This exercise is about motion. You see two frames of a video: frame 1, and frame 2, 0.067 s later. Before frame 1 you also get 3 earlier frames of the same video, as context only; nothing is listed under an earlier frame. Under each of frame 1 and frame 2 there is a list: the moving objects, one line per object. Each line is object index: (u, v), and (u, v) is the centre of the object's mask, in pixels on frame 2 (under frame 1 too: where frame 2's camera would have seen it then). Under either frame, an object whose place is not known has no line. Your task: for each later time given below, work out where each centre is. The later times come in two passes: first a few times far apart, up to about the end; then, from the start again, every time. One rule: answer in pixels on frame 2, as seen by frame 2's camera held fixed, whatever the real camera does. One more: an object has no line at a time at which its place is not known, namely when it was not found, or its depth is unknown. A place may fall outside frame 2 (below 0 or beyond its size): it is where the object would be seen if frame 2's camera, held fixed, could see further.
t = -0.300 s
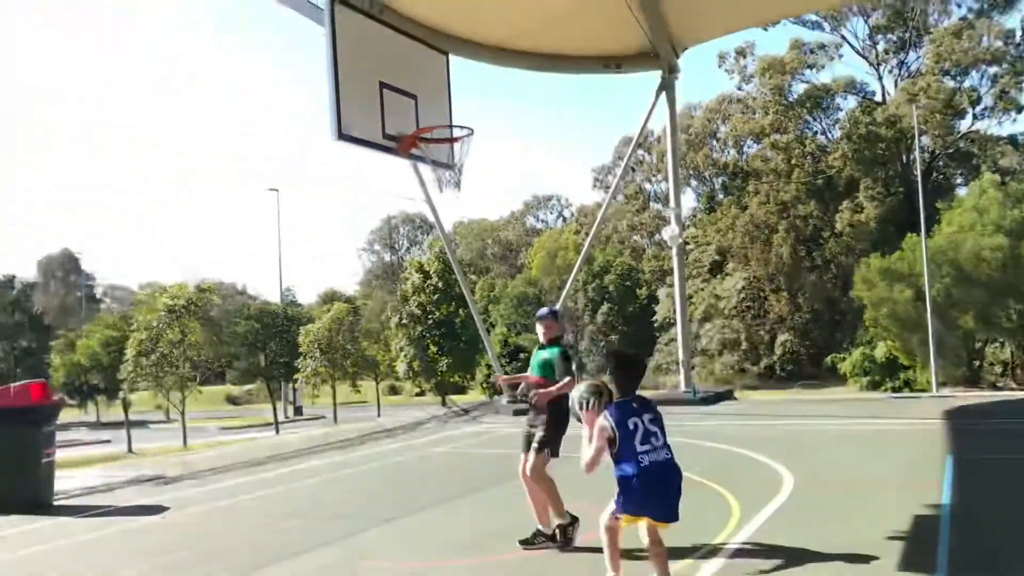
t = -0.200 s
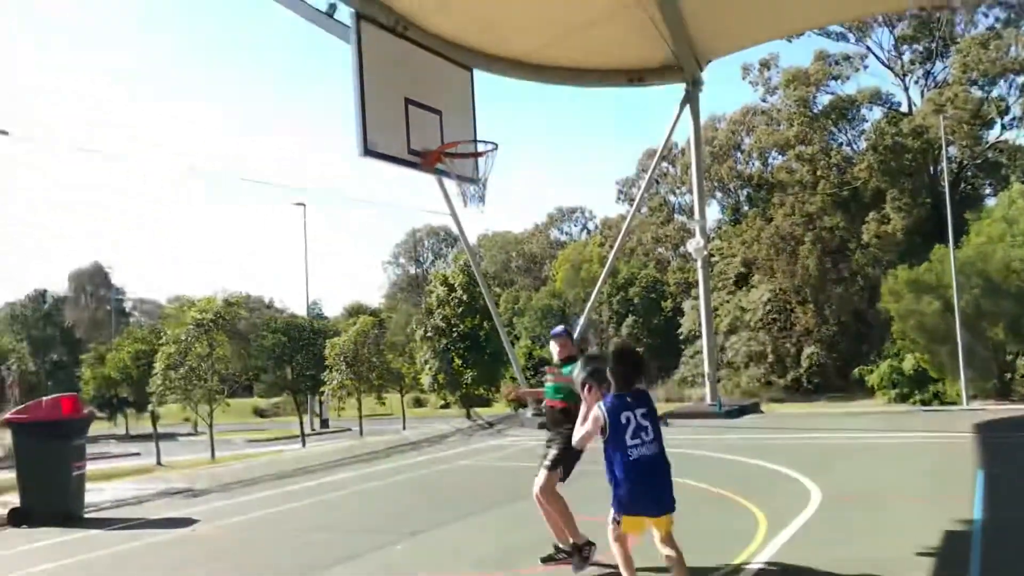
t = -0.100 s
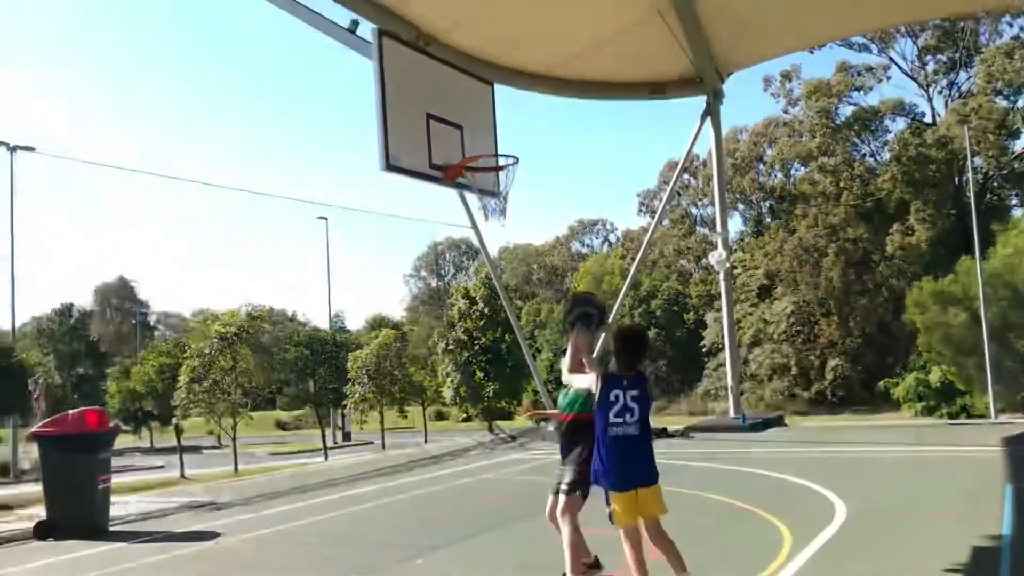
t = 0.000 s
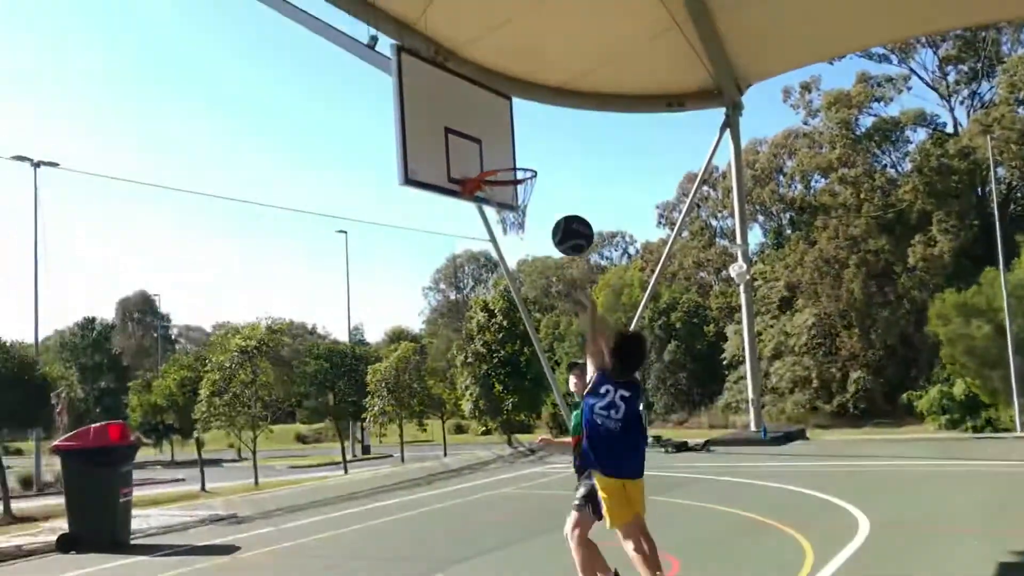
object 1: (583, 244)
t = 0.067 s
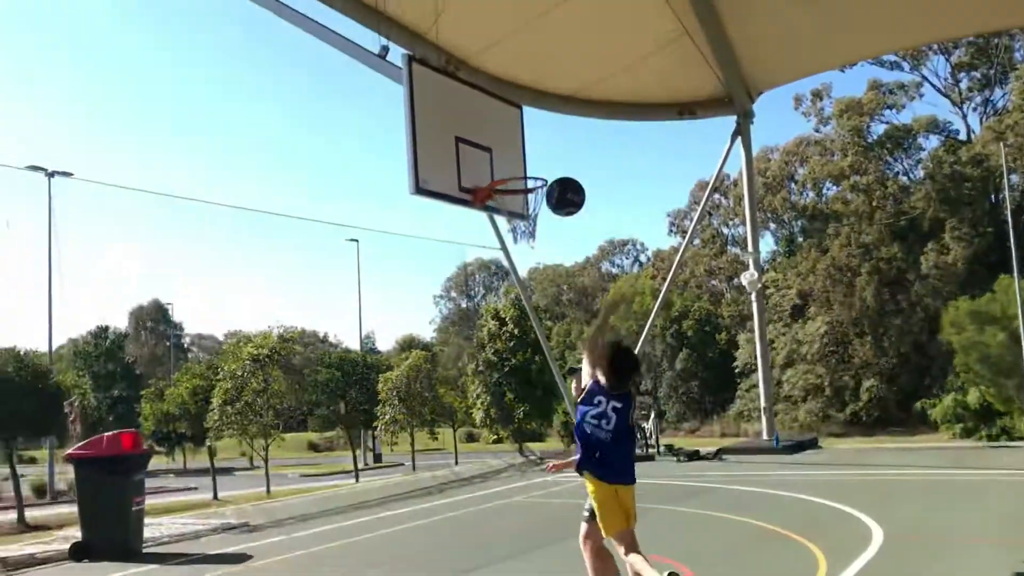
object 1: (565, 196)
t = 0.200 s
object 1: (534, 133)
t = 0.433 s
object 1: (494, 98)
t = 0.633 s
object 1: (469, 123)
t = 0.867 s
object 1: (538, 168)
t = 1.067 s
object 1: (539, 148)
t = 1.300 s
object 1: (554, 163)
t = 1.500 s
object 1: (586, 188)
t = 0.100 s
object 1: (557, 177)
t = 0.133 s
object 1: (549, 160)
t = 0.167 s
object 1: (541, 145)
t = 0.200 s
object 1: (534, 133)
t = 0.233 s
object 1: (528, 123)
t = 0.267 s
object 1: (521, 115)
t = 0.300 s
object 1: (516, 107)
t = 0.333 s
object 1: (510, 103)
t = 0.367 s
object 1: (504, 100)
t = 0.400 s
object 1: (499, 97)
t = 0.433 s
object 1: (494, 98)
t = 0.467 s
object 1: (490, 98)
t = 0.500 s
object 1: (485, 100)
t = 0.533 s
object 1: (480, 104)
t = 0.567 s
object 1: (476, 109)
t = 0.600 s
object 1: (473, 115)
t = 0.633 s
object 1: (469, 123)
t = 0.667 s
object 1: (479, 126)
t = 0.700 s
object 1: (490, 131)
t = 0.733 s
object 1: (500, 137)
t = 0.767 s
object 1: (510, 144)
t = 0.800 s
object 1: (521, 154)
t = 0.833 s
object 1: (532, 163)
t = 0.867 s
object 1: (538, 168)
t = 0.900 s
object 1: (538, 162)
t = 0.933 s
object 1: (538, 156)
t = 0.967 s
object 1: (538, 152)
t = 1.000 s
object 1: (538, 149)
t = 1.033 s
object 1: (539, 148)
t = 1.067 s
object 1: (539, 148)
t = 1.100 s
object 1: (540, 149)
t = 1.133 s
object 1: (540, 151)
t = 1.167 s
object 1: (541, 155)
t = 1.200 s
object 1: (542, 161)
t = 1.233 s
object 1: (544, 165)
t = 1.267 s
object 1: (549, 163)
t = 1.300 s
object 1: (554, 163)
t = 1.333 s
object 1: (559, 163)
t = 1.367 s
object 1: (564, 165)
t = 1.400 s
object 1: (570, 169)
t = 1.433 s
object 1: (575, 174)
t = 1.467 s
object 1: (580, 180)
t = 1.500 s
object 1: (586, 188)
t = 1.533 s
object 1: (592, 197)
